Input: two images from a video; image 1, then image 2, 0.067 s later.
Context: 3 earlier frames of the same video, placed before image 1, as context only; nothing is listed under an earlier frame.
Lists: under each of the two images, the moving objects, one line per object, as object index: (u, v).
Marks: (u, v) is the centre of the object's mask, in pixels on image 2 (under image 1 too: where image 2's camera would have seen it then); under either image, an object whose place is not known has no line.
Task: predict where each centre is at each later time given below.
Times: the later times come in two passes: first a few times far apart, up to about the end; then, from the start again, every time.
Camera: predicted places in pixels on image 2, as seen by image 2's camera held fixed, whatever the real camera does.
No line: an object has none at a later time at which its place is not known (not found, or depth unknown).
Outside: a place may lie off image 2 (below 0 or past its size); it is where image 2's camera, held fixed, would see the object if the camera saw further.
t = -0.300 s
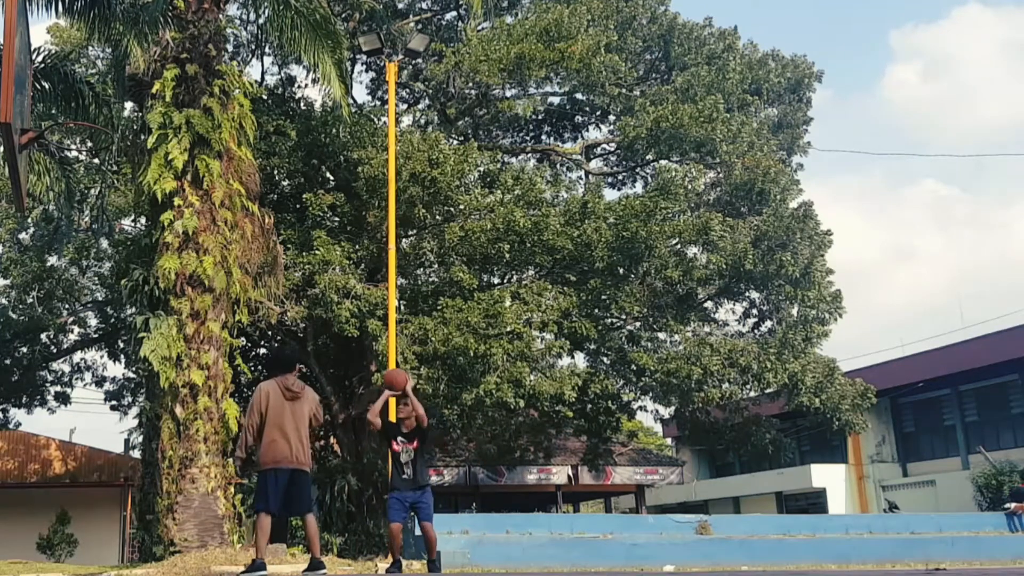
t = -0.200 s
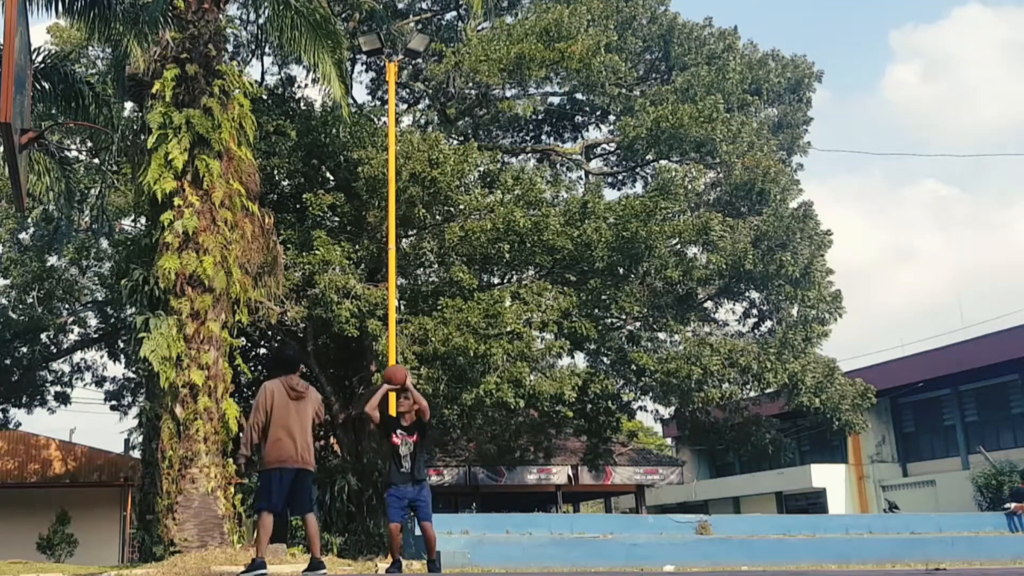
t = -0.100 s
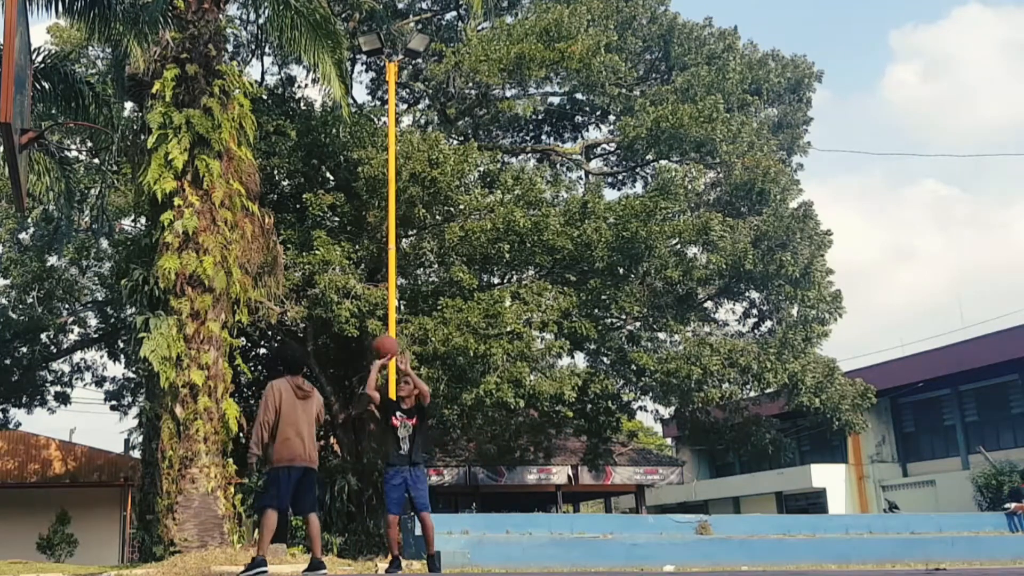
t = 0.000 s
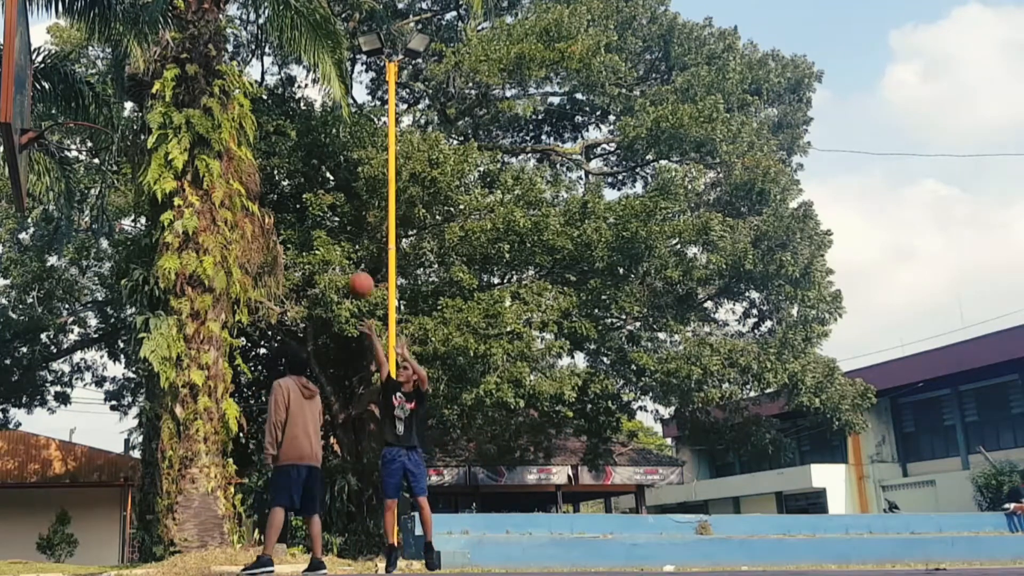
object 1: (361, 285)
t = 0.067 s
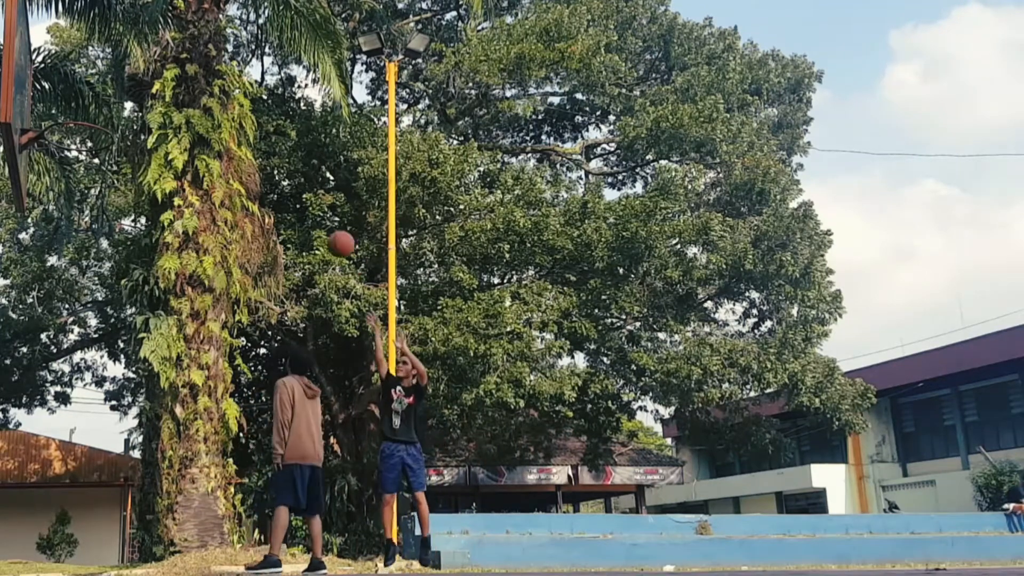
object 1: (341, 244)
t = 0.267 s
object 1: (280, 145)
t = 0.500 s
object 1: (201, 75)
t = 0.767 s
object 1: (97, 61)
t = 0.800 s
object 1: (84, 65)
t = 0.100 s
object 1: (331, 225)
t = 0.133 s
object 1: (322, 207)
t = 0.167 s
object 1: (311, 190)
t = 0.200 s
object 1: (301, 174)
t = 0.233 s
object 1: (290, 158)
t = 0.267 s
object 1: (280, 145)
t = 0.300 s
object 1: (270, 132)
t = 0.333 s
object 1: (259, 120)
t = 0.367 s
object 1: (248, 108)
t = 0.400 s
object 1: (236, 99)
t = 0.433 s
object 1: (225, 89)
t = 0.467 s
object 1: (214, 81)
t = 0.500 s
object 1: (201, 75)
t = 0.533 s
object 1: (191, 69)
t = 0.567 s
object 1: (177, 63)
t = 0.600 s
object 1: (164, 60)
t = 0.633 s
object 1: (152, 57)
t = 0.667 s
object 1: (139, 57)
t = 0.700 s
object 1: (126, 57)
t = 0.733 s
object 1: (112, 58)
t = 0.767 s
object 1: (97, 61)
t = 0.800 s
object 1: (84, 65)
